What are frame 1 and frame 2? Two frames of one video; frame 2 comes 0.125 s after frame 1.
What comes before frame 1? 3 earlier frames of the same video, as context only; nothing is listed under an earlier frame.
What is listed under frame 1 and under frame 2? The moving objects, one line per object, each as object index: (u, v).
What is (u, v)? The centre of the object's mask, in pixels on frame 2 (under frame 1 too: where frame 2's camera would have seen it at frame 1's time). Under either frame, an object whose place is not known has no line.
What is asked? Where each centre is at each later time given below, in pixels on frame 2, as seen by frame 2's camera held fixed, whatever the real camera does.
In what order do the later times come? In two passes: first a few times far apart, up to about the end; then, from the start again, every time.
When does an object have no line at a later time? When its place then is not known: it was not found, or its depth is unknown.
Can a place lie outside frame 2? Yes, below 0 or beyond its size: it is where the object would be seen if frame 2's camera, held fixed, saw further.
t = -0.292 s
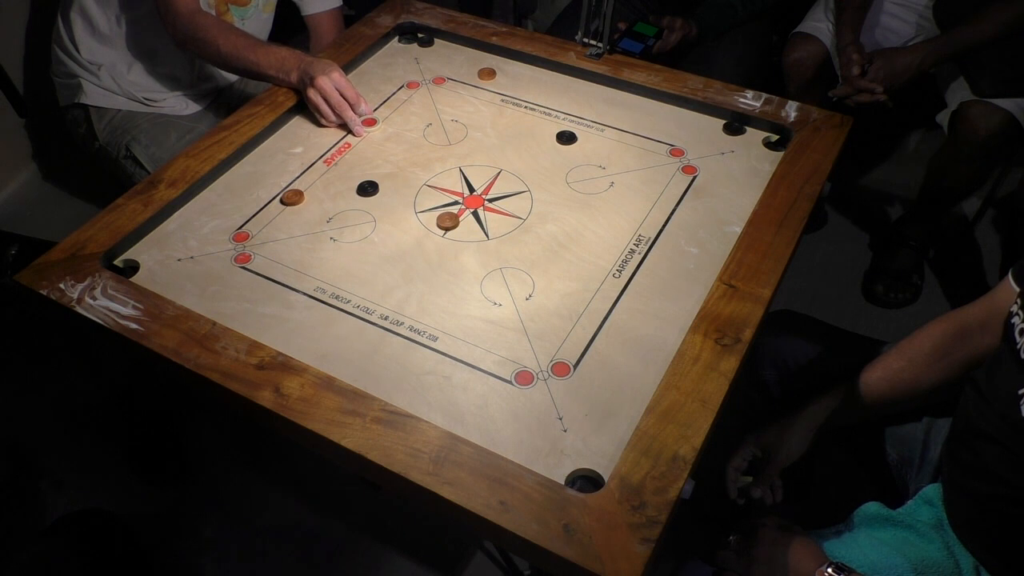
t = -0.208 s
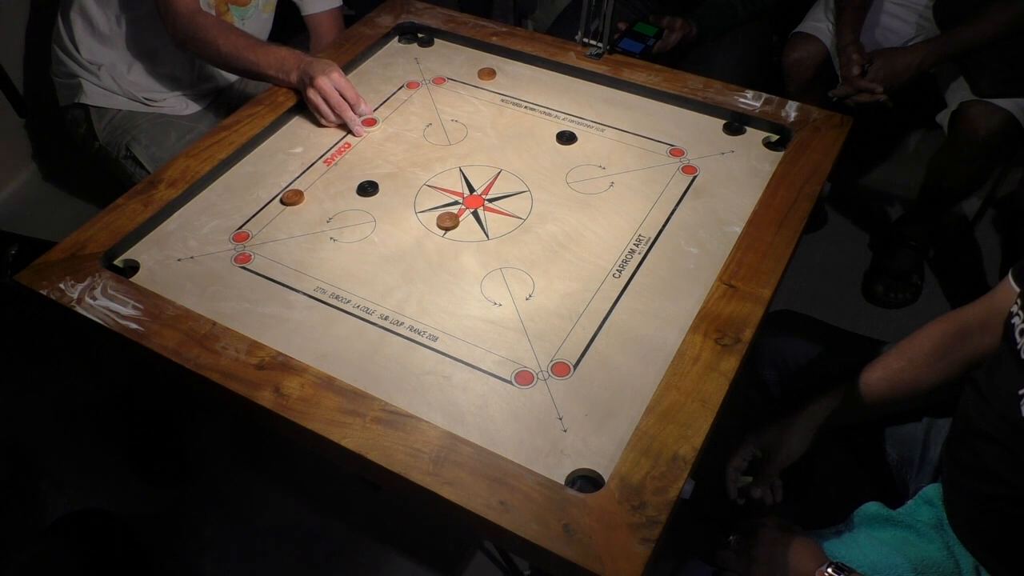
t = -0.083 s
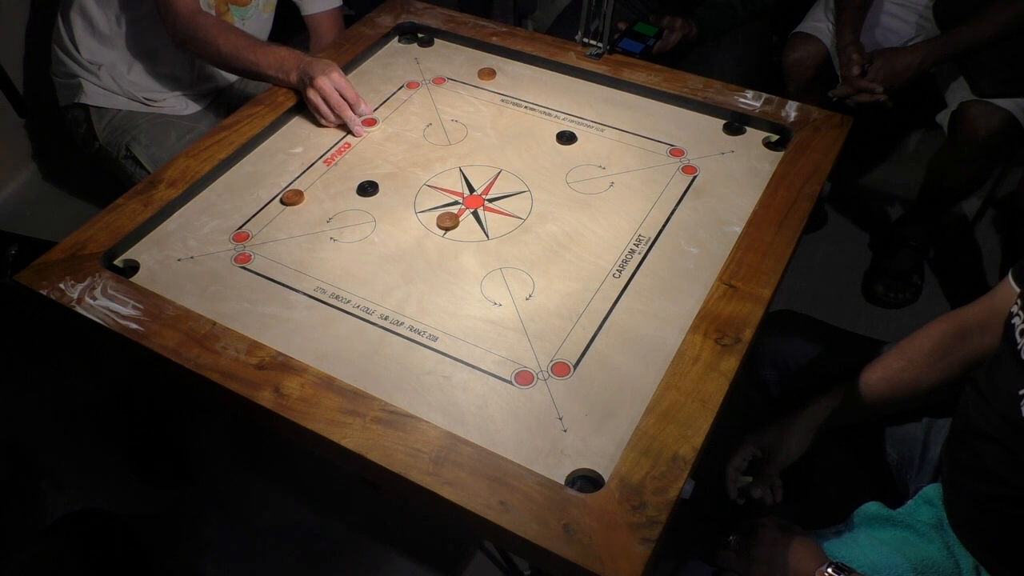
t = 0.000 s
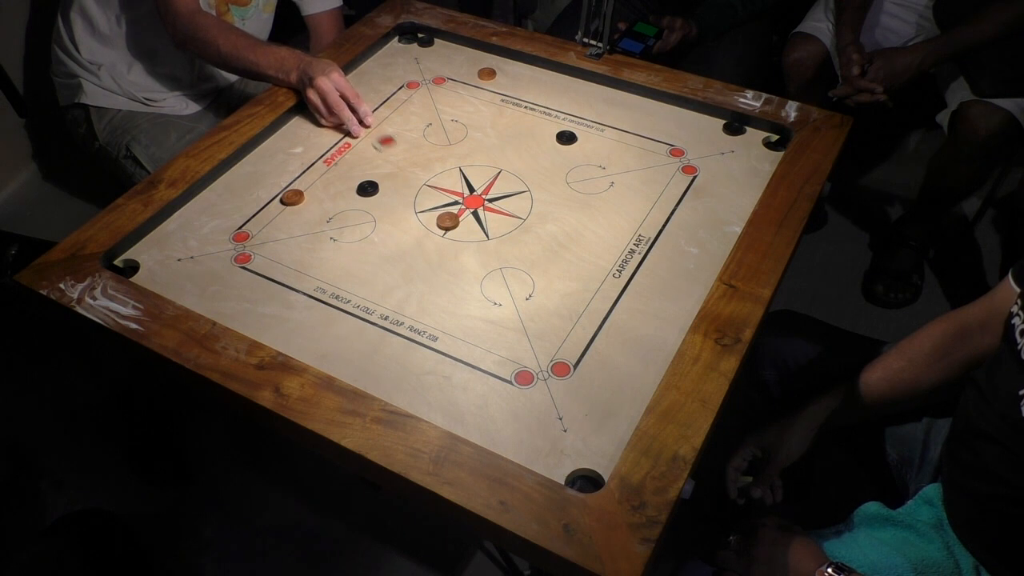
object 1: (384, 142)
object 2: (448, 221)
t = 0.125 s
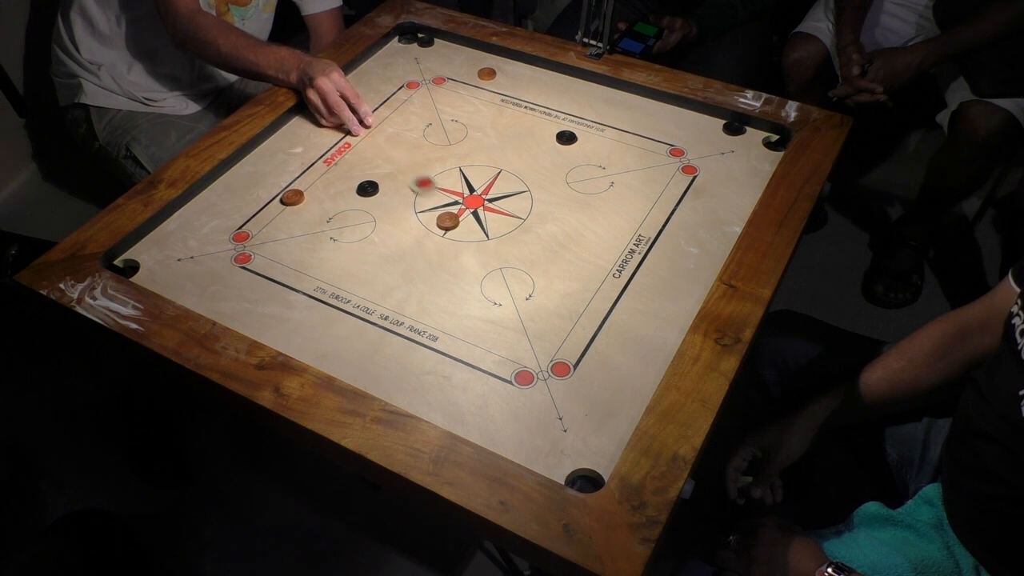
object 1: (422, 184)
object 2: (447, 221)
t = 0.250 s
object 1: (456, 216)
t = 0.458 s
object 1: (496, 246)
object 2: (515, 361)
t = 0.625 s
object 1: (517, 264)
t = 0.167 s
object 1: (436, 198)
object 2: (447, 221)
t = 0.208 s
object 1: (447, 209)
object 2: (454, 234)
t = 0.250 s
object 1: (456, 216)
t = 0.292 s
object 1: (465, 223)
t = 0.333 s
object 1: (473, 229)
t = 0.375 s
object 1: (481, 235)
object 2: (496, 319)
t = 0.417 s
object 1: (489, 241)
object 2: (506, 341)
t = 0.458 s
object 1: (496, 246)
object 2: (515, 361)
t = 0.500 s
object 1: (502, 251)
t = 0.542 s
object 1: (508, 256)
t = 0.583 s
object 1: (513, 260)
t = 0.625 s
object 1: (517, 264)
